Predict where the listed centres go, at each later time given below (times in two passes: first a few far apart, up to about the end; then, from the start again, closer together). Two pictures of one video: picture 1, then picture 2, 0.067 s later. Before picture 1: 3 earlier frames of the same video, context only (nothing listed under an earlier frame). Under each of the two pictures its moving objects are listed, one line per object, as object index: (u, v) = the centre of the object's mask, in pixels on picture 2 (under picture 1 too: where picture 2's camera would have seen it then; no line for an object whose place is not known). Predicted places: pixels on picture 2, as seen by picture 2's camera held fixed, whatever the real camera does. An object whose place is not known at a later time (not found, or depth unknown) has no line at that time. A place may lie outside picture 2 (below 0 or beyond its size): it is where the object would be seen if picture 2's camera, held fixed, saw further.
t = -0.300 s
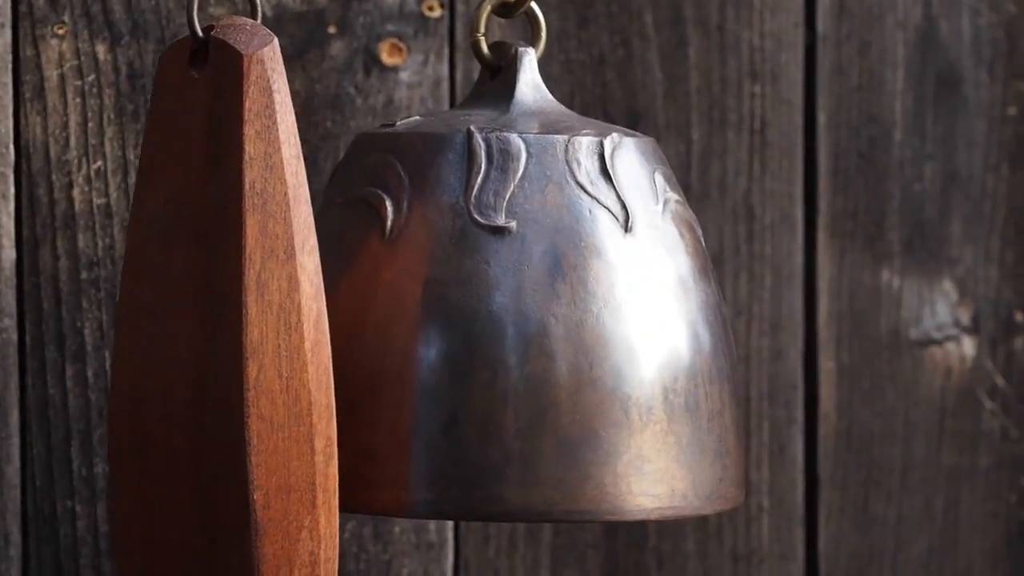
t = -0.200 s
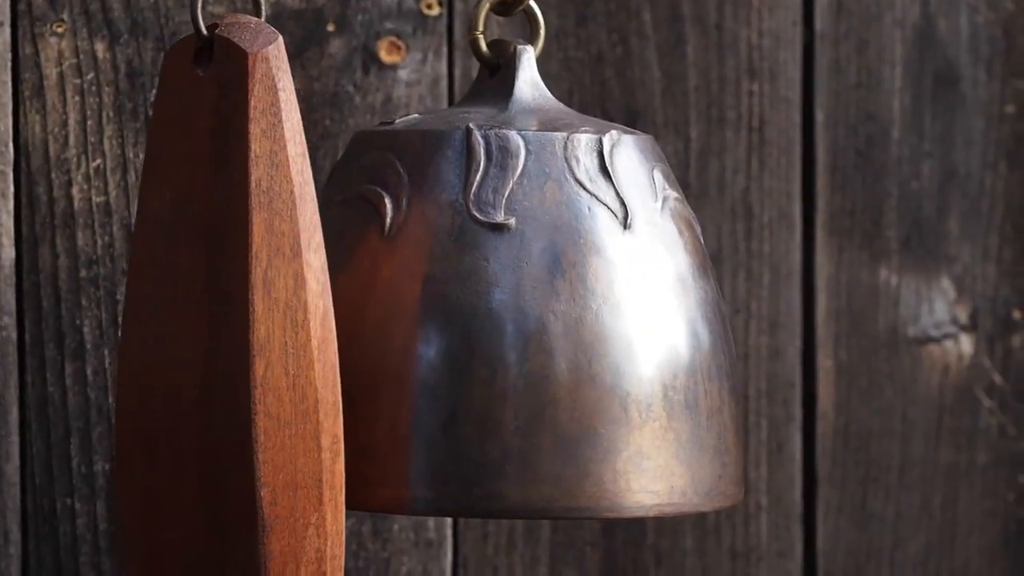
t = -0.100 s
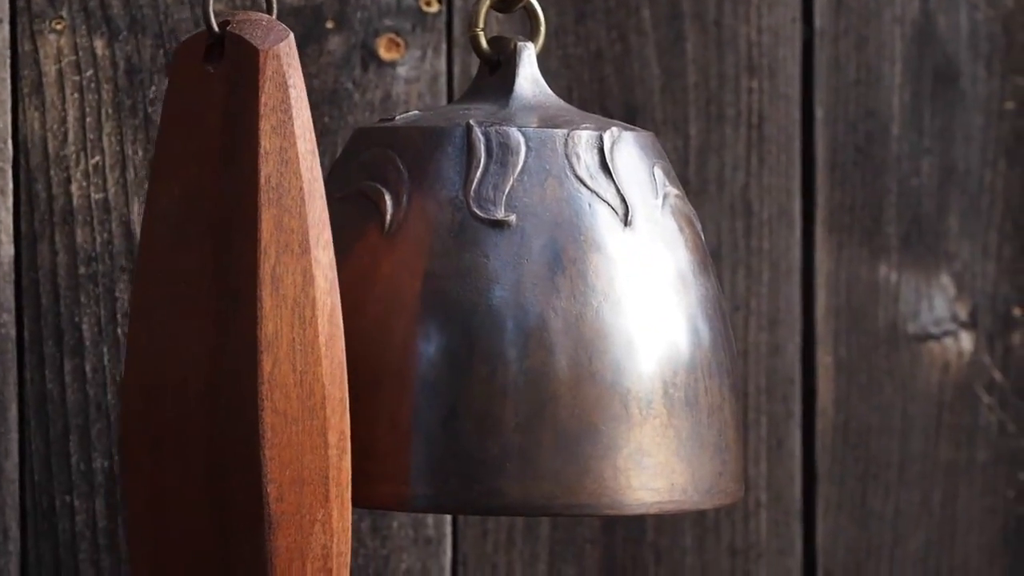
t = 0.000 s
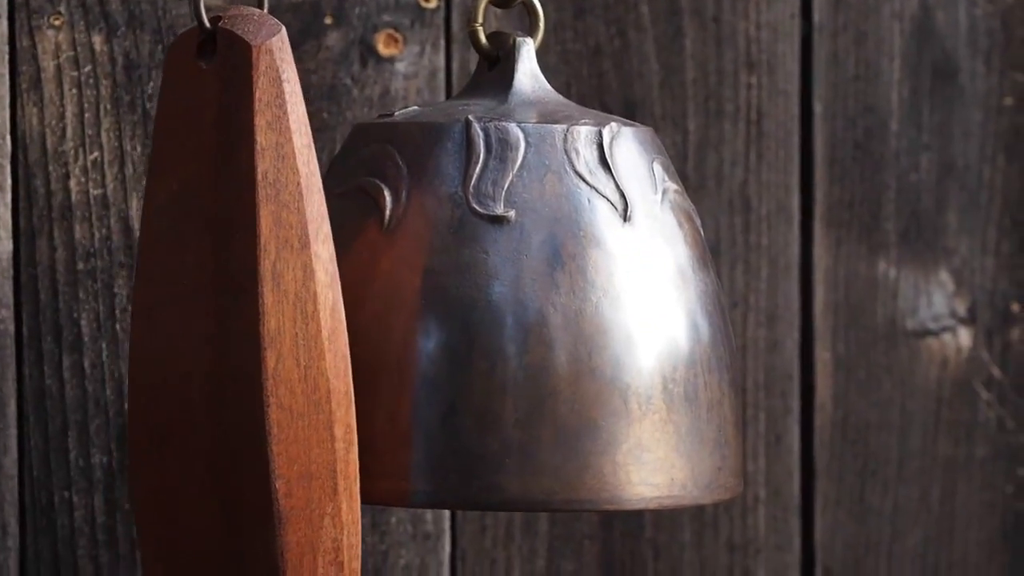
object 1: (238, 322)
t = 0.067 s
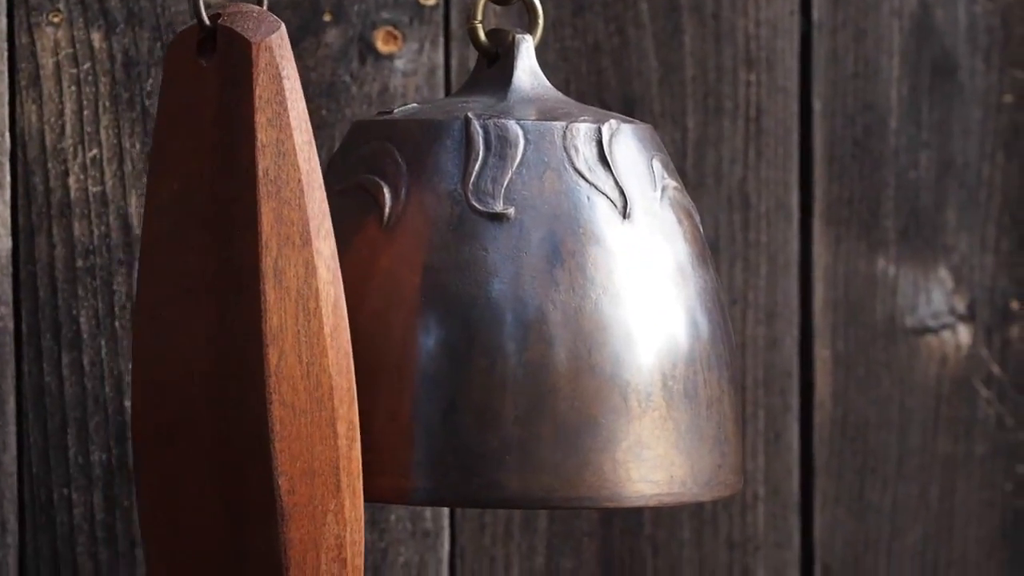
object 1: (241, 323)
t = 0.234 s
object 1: (254, 322)
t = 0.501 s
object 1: (255, 323)
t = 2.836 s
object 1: (253, 326)
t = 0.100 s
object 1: (243, 323)
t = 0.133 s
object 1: (247, 324)
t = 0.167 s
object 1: (249, 323)
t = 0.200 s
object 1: (252, 323)
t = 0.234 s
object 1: (254, 322)
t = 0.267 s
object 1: (256, 322)
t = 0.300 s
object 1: (258, 323)
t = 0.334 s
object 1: (260, 324)
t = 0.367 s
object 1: (260, 323)
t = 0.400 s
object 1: (261, 323)
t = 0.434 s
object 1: (260, 324)
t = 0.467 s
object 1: (258, 323)
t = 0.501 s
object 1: (255, 323)
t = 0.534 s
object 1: (251, 324)
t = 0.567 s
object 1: (245, 322)
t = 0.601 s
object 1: (240, 322)
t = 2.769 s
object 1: (259, 326)
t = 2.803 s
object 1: (257, 327)
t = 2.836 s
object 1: (253, 326)
